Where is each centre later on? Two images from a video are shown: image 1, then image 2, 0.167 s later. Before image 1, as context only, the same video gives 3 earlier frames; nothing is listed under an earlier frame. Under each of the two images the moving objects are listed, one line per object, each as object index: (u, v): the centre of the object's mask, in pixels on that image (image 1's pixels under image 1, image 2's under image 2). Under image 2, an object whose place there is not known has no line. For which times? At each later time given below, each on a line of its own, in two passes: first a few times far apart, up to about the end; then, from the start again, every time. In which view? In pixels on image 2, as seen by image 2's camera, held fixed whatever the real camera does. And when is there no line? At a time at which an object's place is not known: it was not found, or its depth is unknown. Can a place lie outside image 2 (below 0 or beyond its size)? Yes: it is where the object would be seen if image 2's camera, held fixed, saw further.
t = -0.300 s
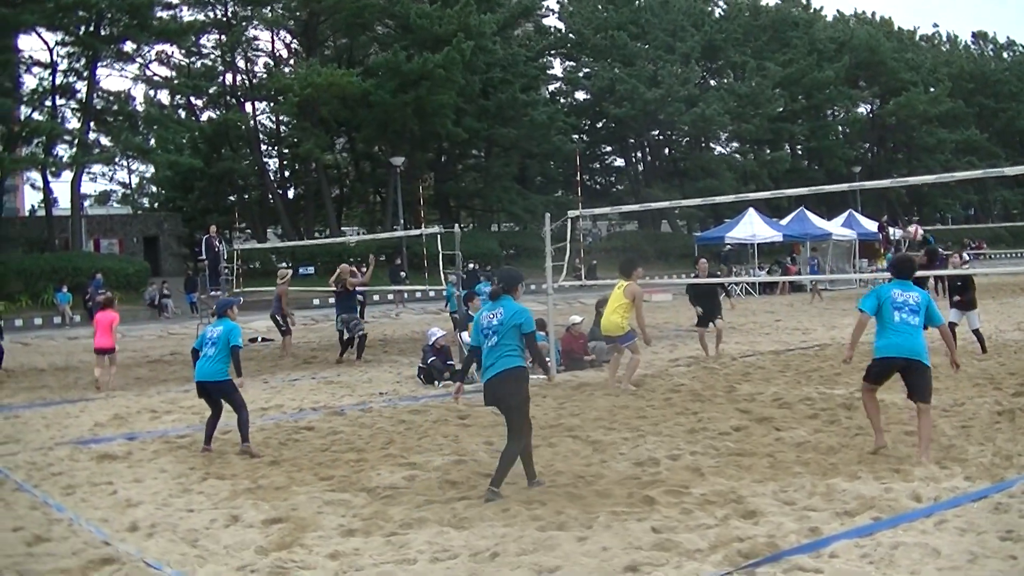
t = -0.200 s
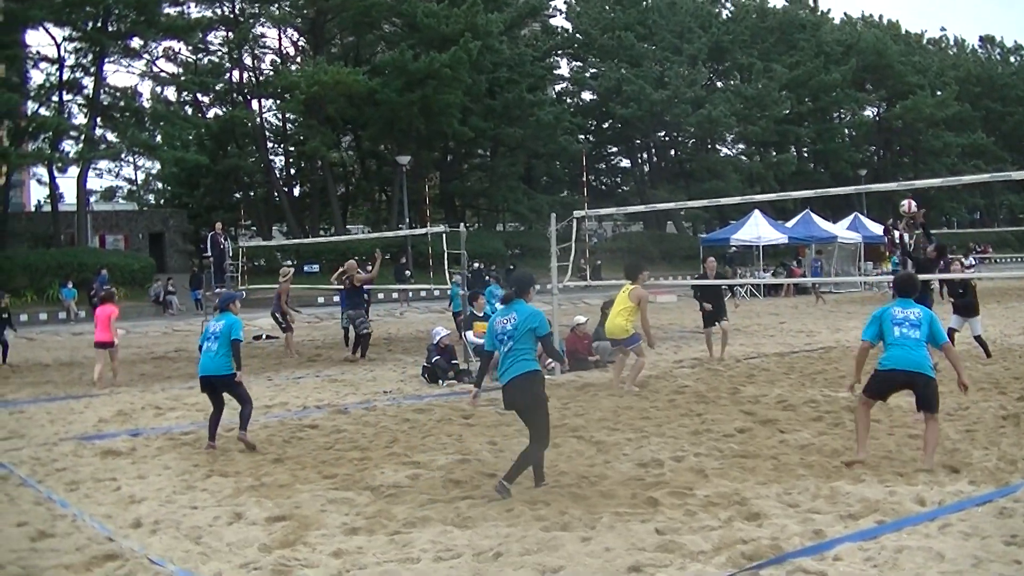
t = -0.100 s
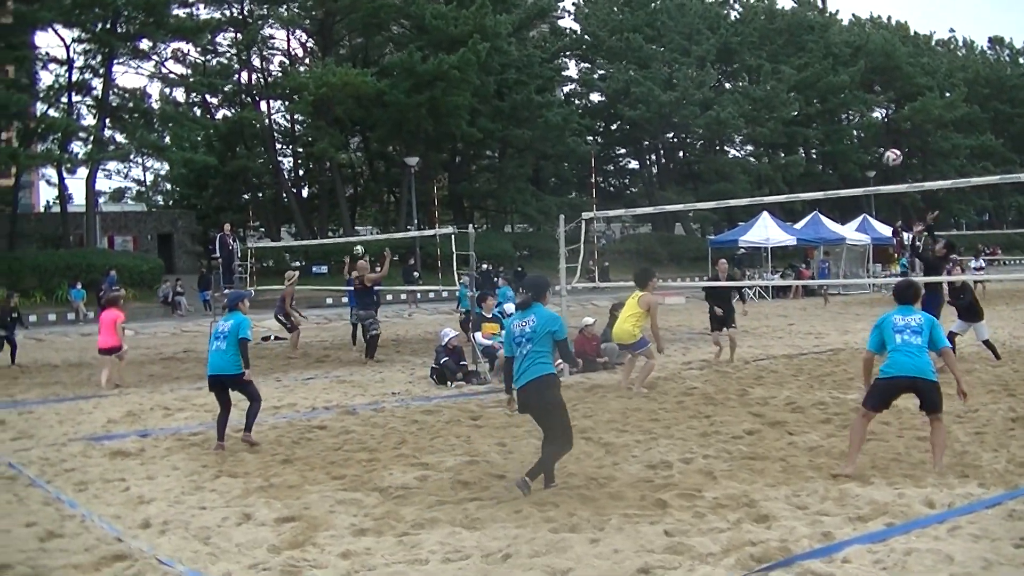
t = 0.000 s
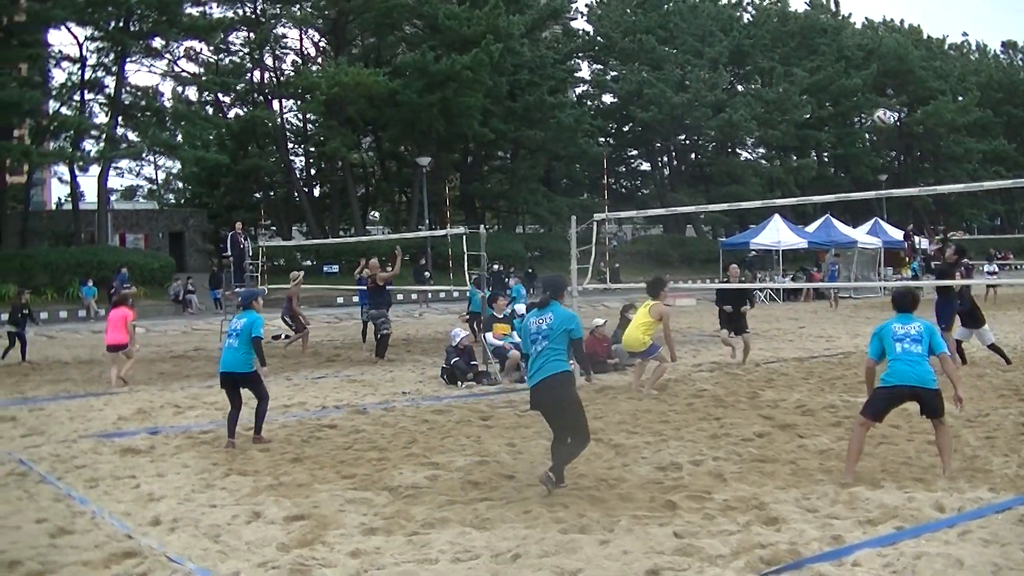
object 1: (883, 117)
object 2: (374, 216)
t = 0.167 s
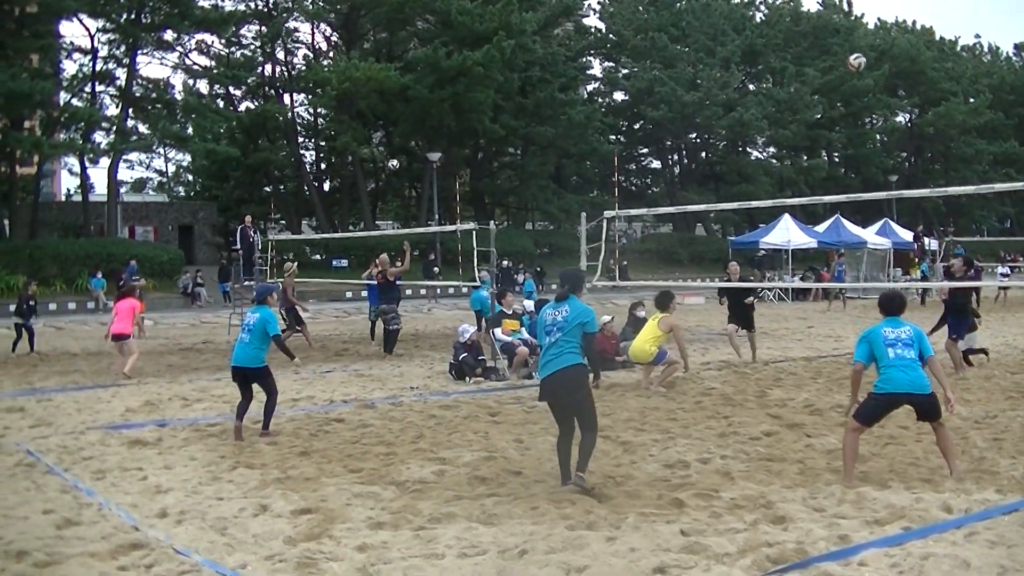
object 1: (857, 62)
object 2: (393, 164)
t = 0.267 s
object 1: (836, 39)
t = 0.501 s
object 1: (789, 18)
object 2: (414, 108)
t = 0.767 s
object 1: (734, 43)
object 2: (427, 102)
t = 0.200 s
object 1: (850, 53)
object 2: (396, 156)
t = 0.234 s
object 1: (843, 46)
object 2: (398, 148)
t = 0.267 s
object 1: (836, 39)
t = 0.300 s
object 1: (829, 33)
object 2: (402, 135)
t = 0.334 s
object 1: (823, 29)
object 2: (404, 129)
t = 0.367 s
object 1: (816, 24)
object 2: (406, 124)
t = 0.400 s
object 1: (809, 21)
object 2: (409, 119)
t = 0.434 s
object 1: (801, 19)
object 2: (410, 115)
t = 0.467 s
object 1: (794, 19)
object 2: (412, 111)
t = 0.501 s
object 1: (789, 18)
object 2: (414, 108)
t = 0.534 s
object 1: (781, 19)
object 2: (416, 105)
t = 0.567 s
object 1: (776, 20)
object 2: (418, 103)
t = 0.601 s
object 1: (768, 21)
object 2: (420, 101)
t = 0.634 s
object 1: (761, 24)
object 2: (421, 100)
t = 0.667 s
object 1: (755, 27)
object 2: (423, 100)
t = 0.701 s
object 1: (747, 32)
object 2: (424, 100)
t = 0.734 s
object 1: (741, 37)
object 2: (426, 101)
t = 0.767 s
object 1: (734, 43)
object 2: (427, 102)
